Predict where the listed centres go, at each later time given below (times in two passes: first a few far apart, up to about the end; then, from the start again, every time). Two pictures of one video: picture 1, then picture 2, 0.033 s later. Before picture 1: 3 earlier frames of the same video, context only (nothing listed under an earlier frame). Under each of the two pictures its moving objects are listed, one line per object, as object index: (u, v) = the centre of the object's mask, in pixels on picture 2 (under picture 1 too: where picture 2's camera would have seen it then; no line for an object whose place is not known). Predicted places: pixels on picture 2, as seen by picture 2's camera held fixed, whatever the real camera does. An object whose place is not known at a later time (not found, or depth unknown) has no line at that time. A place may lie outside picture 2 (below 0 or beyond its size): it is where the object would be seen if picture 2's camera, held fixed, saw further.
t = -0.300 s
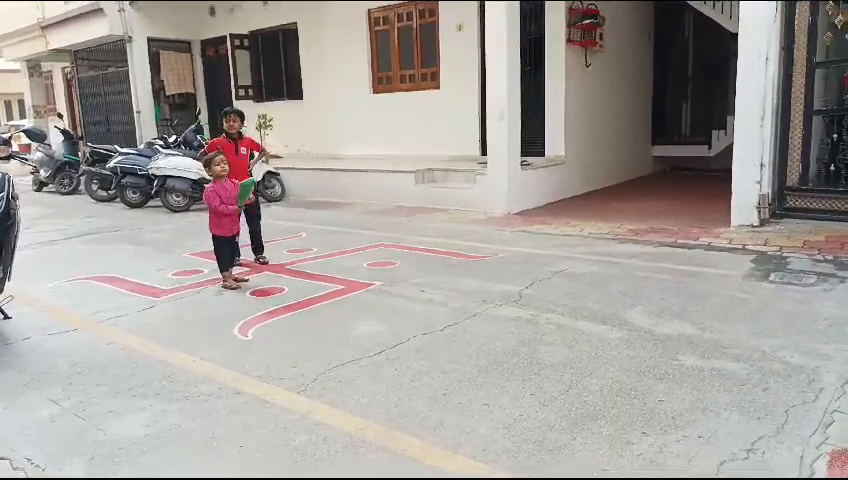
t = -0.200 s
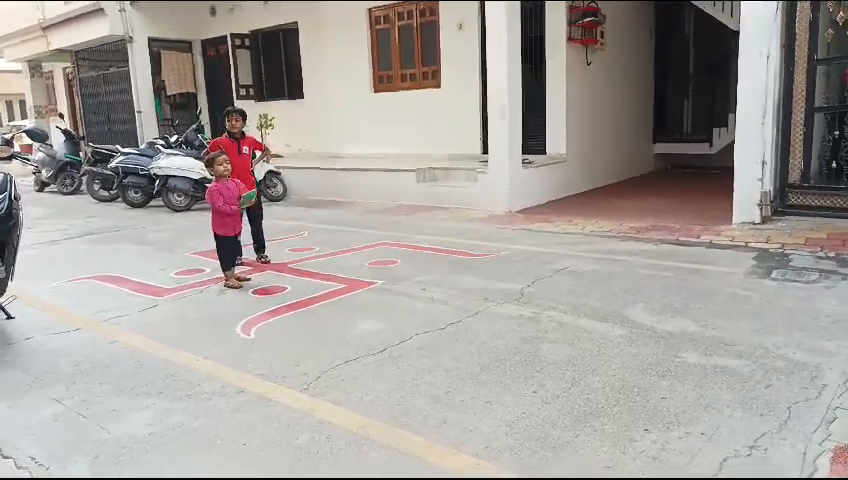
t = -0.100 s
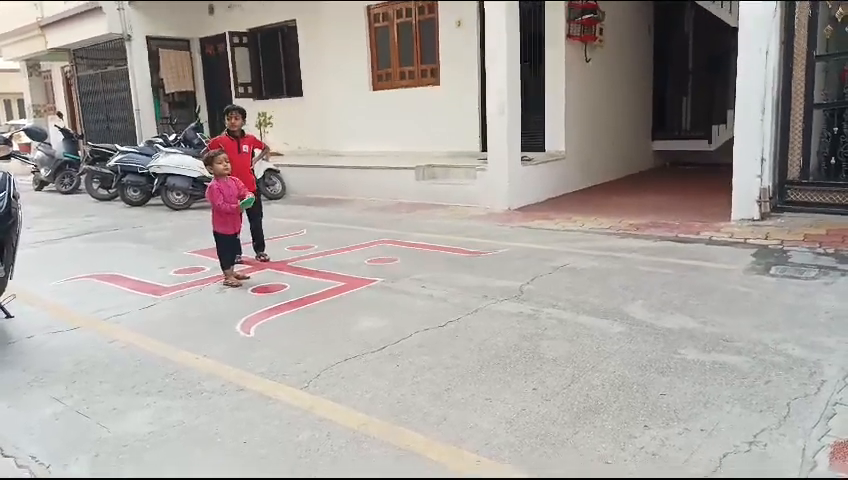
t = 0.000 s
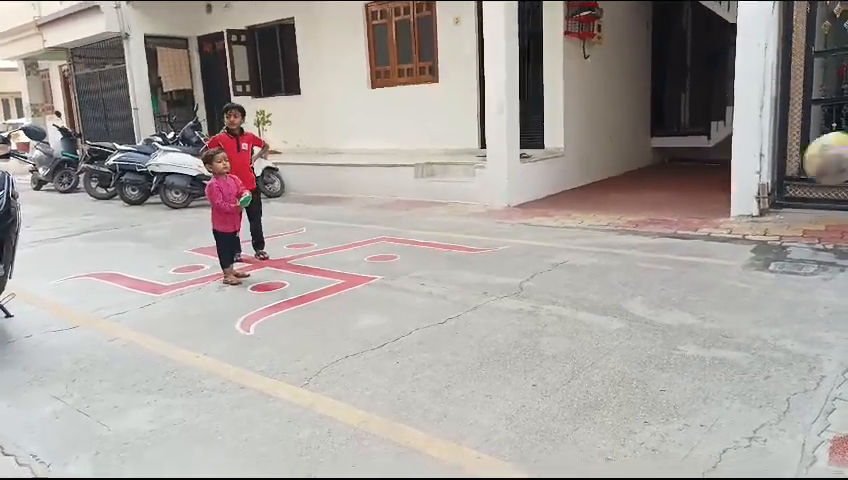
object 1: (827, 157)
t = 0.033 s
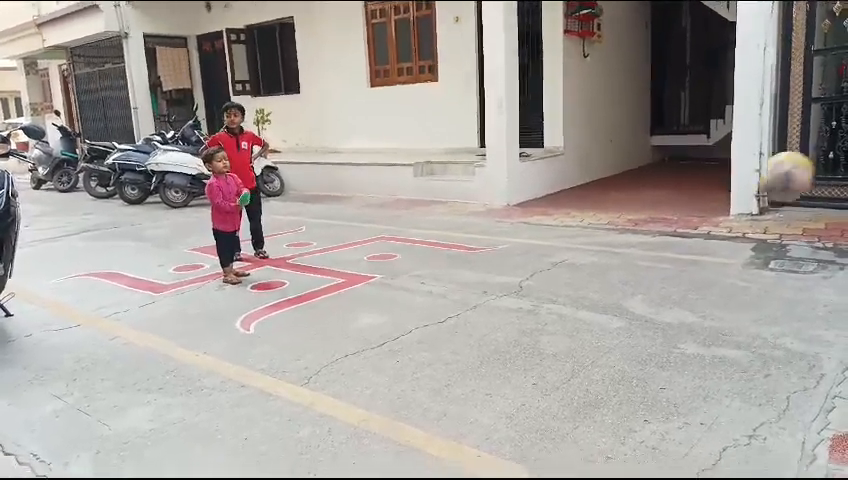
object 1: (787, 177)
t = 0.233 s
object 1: (590, 293)
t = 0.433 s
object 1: (538, 225)
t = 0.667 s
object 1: (495, 210)
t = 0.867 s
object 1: (470, 266)
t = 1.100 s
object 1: (440, 230)
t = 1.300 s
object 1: (420, 235)
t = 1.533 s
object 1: (402, 236)
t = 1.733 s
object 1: (395, 233)
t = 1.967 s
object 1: (387, 234)
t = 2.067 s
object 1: (384, 234)
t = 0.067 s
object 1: (743, 197)
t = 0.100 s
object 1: (706, 216)
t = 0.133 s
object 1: (672, 236)
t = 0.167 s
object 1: (642, 255)
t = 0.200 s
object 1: (614, 275)
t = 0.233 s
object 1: (590, 293)
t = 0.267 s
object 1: (574, 294)
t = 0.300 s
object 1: (565, 276)
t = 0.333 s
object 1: (557, 261)
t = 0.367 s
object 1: (551, 248)
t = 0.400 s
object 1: (544, 236)
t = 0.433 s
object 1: (538, 225)
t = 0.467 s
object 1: (532, 217)
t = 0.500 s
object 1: (526, 210)
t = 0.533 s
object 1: (520, 205)
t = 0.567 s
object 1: (514, 203)
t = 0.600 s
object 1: (507, 203)
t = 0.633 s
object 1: (501, 206)
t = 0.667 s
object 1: (495, 210)
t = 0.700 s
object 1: (491, 216)
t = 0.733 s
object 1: (487, 224)
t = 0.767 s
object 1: (483, 233)
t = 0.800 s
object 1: (479, 243)
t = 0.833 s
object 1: (475, 253)
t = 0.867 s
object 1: (470, 266)
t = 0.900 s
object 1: (466, 276)
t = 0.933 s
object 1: (460, 264)
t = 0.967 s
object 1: (456, 253)
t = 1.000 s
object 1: (451, 244)
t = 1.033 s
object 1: (447, 238)
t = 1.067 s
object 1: (444, 233)
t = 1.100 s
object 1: (440, 230)
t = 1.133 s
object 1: (436, 227)
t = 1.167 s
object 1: (433, 226)
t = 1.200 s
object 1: (430, 226)
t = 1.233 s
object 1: (426, 228)
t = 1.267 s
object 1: (423, 230)
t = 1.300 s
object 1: (420, 235)
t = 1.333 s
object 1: (417, 241)
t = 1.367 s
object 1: (413, 248)
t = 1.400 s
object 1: (410, 258)
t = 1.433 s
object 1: (408, 255)
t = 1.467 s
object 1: (406, 248)
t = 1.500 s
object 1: (404, 241)
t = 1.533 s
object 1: (402, 236)
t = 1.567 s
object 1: (400, 232)
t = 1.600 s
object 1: (399, 229)
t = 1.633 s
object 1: (398, 229)
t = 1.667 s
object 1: (396, 228)
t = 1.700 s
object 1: (396, 231)
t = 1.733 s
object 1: (395, 233)
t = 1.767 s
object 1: (394, 237)
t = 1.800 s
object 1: (394, 243)
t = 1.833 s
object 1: (393, 250)
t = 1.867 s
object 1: (391, 248)
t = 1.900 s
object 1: (390, 242)
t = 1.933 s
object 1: (389, 238)
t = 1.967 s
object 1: (387, 234)
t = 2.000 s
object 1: (386, 233)
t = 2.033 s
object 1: (385, 233)
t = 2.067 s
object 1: (384, 234)
